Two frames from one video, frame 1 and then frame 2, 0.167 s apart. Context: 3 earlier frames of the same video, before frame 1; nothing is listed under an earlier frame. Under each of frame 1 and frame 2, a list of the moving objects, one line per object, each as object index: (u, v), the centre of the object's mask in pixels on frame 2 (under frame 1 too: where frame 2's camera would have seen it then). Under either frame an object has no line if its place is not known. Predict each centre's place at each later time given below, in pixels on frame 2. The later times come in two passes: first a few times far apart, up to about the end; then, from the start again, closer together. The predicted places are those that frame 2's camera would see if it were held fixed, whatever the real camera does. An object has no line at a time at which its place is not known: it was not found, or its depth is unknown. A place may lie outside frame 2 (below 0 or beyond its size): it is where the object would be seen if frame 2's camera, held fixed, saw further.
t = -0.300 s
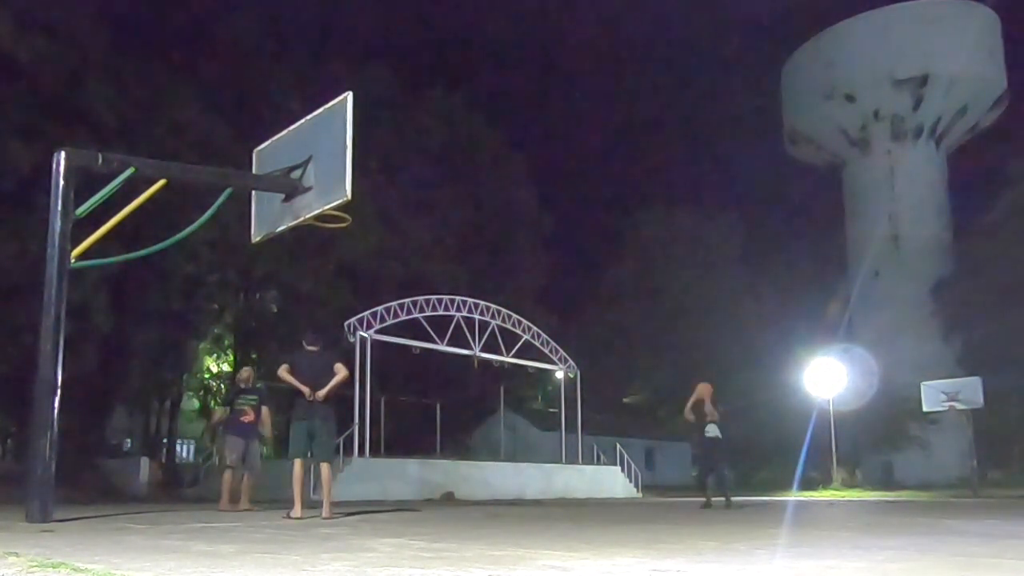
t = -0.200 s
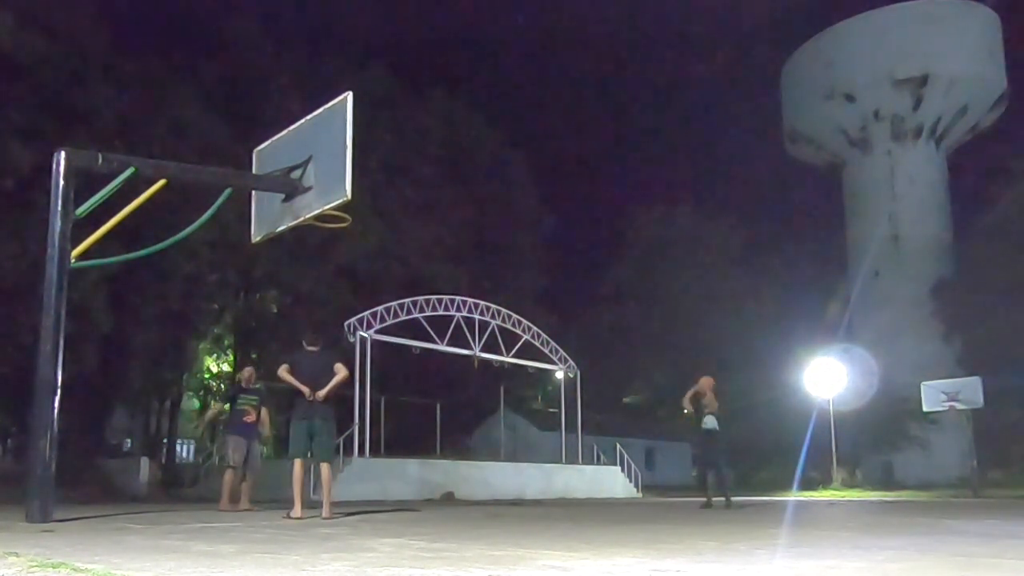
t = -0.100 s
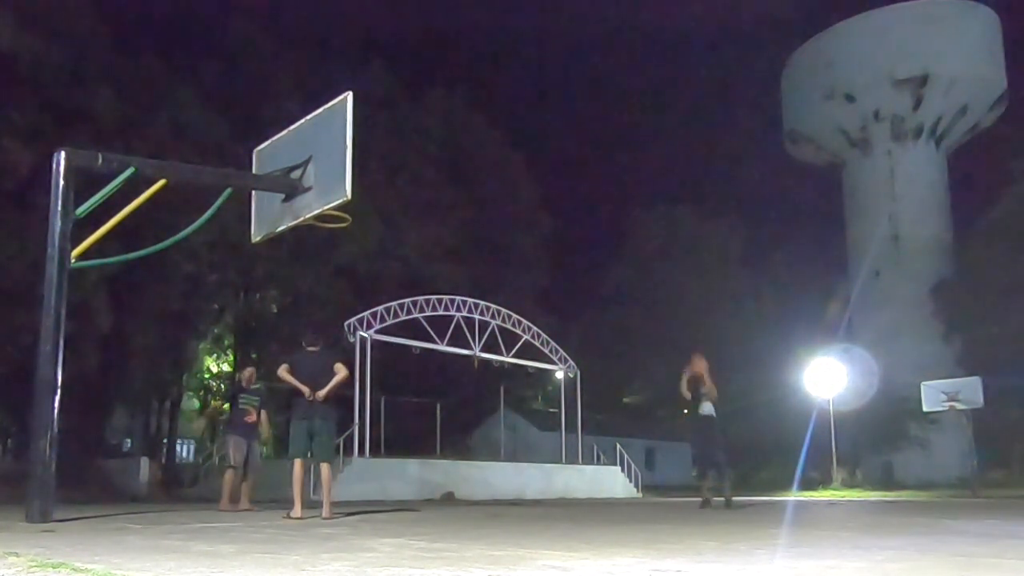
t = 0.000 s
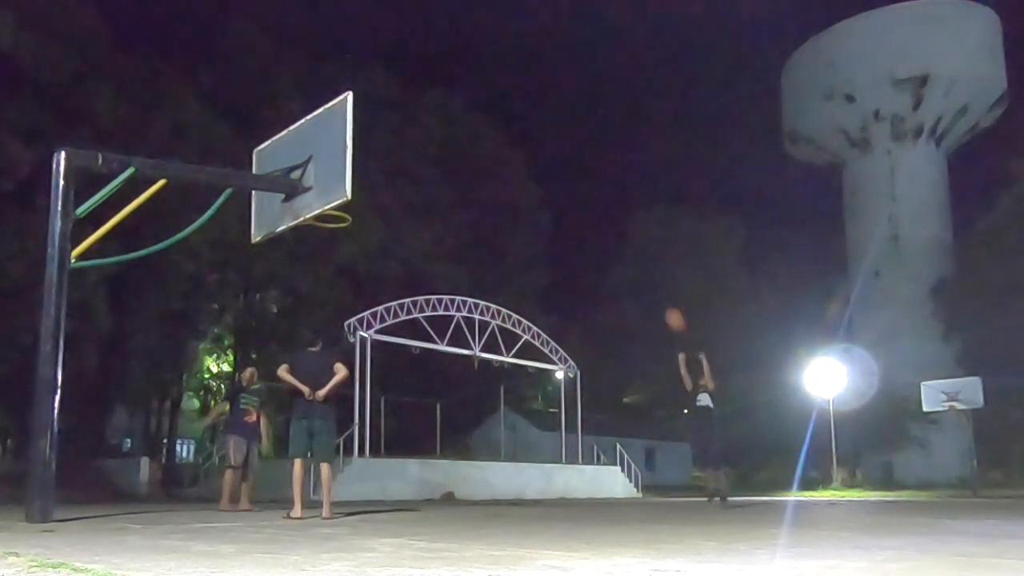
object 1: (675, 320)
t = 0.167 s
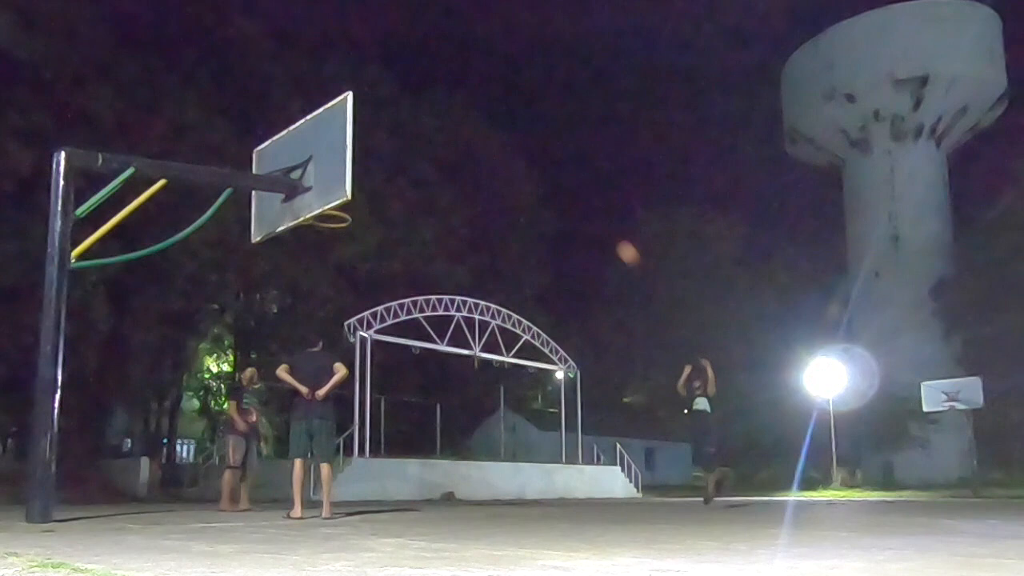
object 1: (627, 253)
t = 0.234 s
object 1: (608, 231)
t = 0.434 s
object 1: (545, 179)
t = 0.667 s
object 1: (465, 148)
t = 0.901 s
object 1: (374, 157)
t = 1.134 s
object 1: (336, 220)
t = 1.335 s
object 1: (292, 249)
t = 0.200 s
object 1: (618, 242)
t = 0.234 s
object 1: (608, 231)
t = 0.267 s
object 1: (598, 220)
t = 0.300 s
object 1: (588, 211)
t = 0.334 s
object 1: (577, 202)
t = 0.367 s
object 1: (567, 193)
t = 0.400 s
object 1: (556, 186)
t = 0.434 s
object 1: (545, 179)
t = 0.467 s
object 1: (534, 172)
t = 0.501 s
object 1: (523, 166)
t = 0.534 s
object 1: (512, 161)
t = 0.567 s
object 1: (500, 156)
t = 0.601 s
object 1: (488, 153)
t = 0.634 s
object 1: (476, 150)
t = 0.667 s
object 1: (465, 148)
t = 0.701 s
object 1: (452, 147)
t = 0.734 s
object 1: (440, 146)
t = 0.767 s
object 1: (427, 146)
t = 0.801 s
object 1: (414, 148)
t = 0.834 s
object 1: (401, 150)
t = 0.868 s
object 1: (387, 153)
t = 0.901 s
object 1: (374, 157)
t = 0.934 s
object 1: (362, 163)
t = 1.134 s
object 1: (336, 220)
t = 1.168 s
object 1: (333, 223)
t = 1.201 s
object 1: (323, 226)
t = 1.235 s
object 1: (315, 229)
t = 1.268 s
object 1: (305, 233)
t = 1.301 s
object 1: (298, 241)
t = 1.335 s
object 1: (292, 249)
